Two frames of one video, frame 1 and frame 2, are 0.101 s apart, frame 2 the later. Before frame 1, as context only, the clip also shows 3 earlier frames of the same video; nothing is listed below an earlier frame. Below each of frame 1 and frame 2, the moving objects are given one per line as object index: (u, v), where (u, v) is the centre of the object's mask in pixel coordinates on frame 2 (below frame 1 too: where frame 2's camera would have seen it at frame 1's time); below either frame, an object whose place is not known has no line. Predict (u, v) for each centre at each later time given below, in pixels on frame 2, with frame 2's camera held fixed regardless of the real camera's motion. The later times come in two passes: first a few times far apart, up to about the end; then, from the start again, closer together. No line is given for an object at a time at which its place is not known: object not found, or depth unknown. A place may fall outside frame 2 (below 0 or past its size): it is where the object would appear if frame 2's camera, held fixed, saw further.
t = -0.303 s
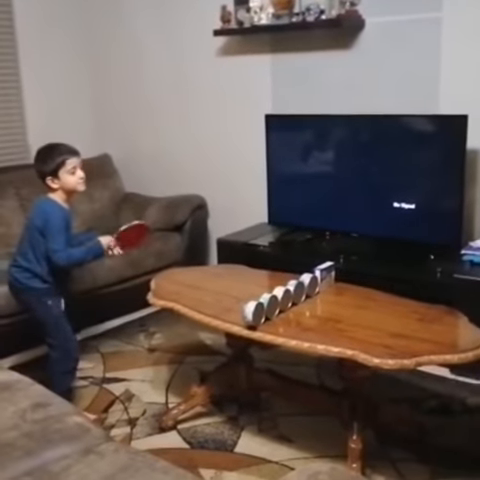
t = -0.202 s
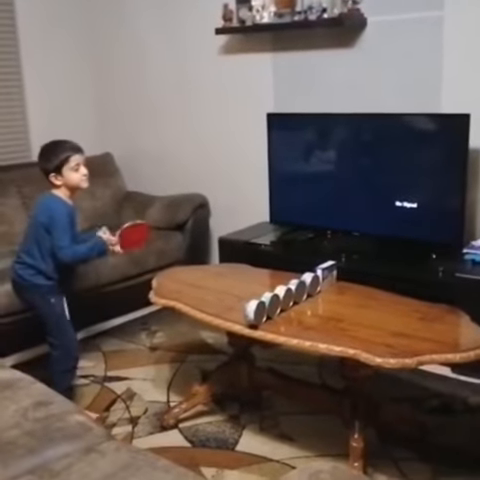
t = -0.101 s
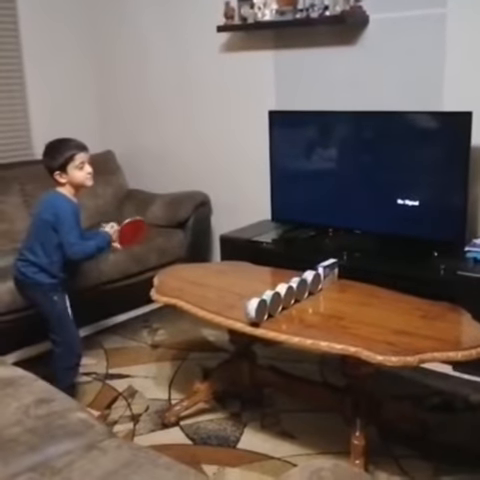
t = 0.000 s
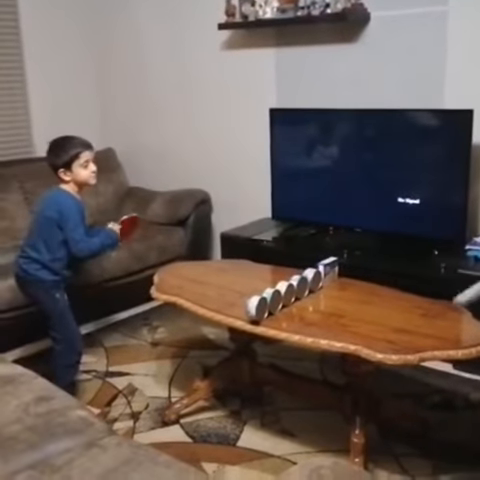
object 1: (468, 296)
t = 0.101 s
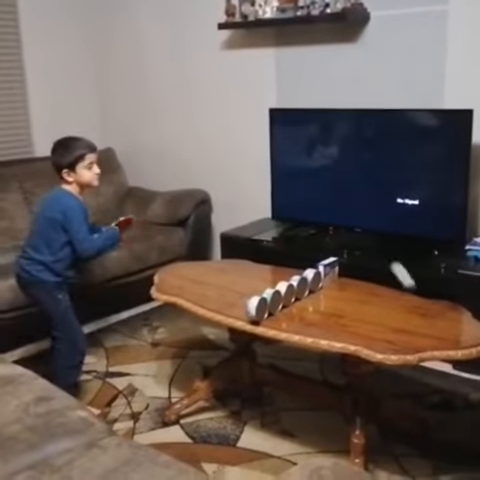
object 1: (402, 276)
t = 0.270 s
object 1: (321, 208)
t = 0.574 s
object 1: (211, 257)
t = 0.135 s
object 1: (385, 255)
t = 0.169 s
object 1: (368, 238)
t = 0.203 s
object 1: (352, 225)
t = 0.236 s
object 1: (336, 215)
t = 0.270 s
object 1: (321, 208)
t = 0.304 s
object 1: (306, 205)
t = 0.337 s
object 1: (292, 205)
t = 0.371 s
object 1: (279, 208)
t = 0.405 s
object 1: (266, 213)
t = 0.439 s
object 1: (254, 222)
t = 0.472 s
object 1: (242, 233)
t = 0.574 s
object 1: (211, 257)
